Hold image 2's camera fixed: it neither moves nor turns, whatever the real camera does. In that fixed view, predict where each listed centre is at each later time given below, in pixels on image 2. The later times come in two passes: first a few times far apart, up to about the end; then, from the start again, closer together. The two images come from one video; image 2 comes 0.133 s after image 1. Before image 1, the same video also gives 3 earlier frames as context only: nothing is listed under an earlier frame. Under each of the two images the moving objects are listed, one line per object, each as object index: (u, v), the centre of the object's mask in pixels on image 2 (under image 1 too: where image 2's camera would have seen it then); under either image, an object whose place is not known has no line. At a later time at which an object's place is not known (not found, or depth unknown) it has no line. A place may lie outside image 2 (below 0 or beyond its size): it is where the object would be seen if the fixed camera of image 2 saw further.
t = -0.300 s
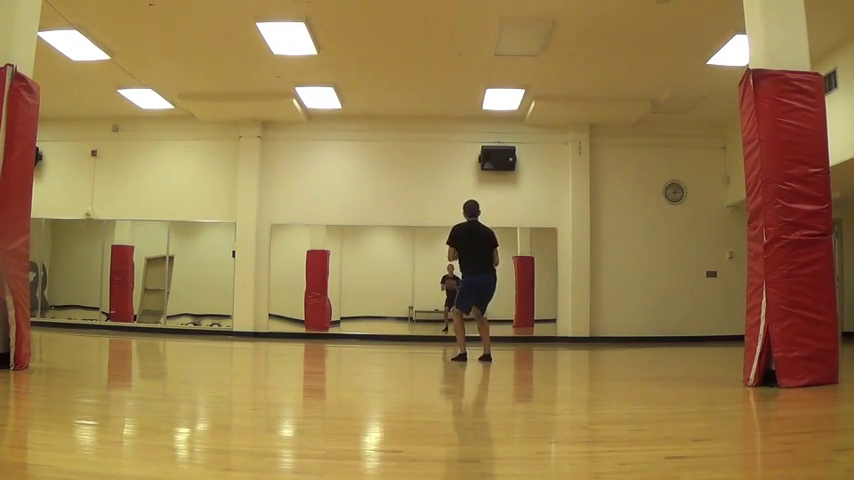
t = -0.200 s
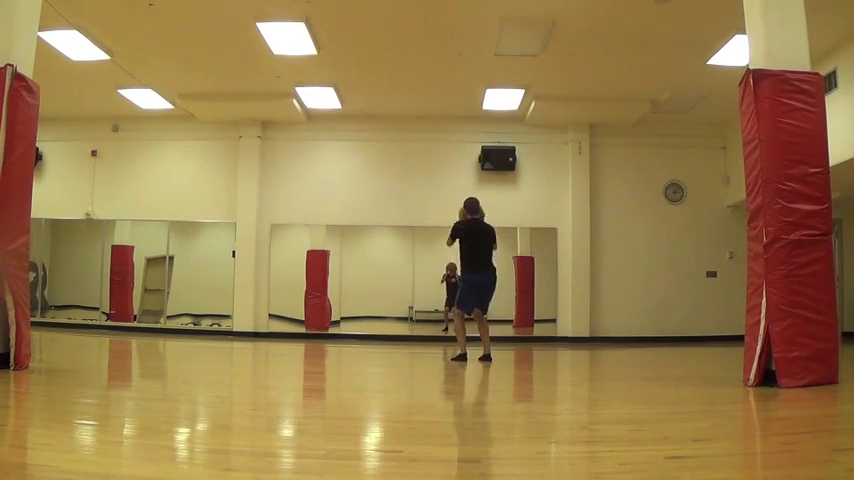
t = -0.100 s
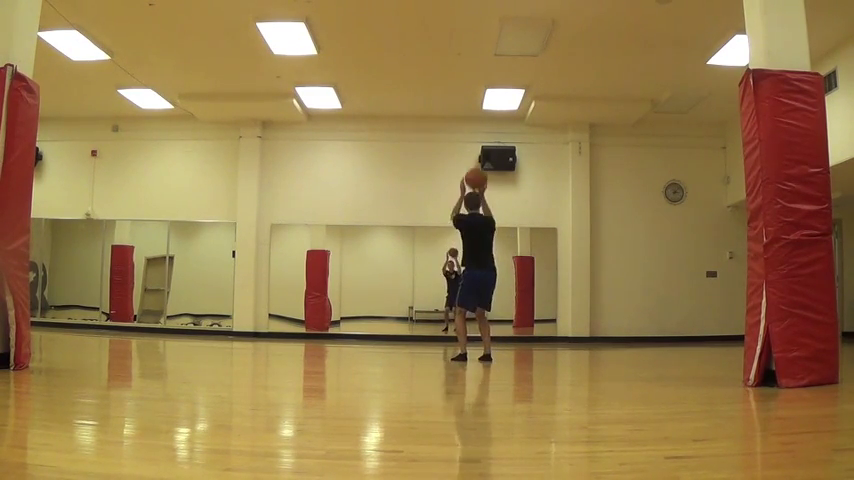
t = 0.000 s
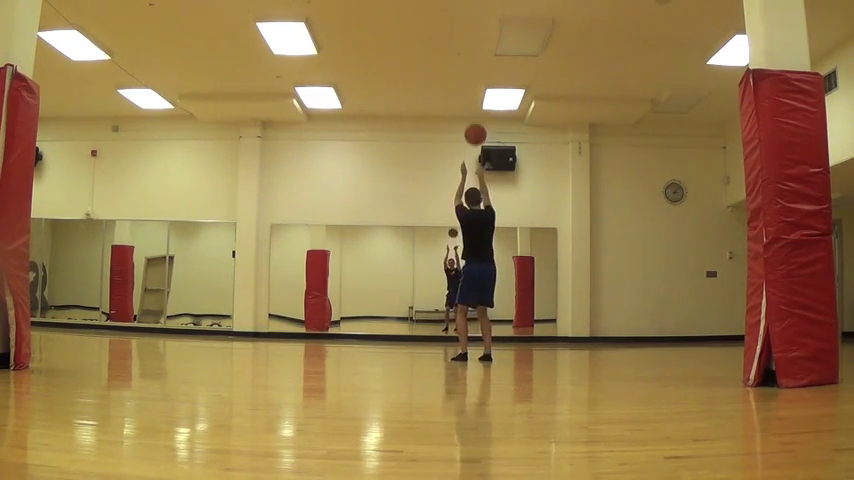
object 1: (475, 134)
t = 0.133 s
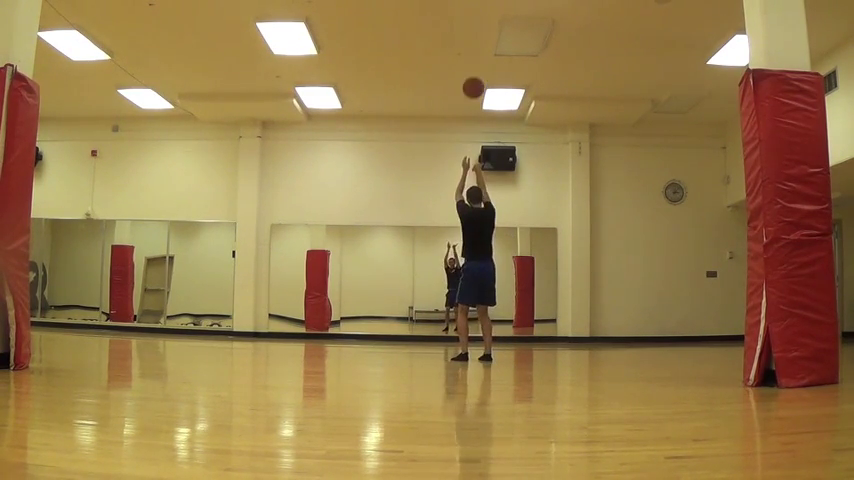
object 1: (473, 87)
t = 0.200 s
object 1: (472, 70)
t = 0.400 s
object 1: (469, 42)
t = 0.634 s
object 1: (465, 51)
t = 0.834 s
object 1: (462, 93)
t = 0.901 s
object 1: (460, 114)
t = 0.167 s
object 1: (473, 78)
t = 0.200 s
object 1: (472, 70)
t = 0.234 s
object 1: (472, 63)
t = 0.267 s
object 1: (471, 57)
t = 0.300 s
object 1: (470, 52)
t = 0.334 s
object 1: (470, 48)
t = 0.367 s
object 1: (469, 45)
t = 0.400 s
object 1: (469, 42)
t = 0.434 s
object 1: (468, 41)
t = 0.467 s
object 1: (468, 41)
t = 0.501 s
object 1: (467, 41)
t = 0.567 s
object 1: (466, 44)
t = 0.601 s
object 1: (466, 47)
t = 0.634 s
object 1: (465, 51)
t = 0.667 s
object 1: (464, 56)
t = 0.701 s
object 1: (464, 62)
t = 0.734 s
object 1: (464, 68)
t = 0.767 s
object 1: (463, 76)
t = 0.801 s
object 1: (462, 84)
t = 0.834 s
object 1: (462, 93)
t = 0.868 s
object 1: (461, 103)
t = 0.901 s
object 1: (460, 114)
